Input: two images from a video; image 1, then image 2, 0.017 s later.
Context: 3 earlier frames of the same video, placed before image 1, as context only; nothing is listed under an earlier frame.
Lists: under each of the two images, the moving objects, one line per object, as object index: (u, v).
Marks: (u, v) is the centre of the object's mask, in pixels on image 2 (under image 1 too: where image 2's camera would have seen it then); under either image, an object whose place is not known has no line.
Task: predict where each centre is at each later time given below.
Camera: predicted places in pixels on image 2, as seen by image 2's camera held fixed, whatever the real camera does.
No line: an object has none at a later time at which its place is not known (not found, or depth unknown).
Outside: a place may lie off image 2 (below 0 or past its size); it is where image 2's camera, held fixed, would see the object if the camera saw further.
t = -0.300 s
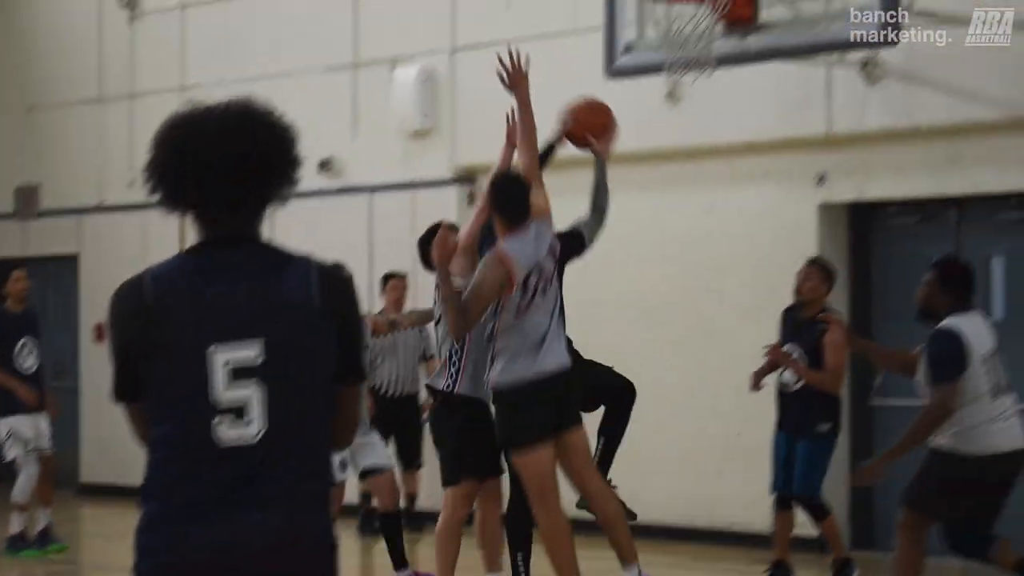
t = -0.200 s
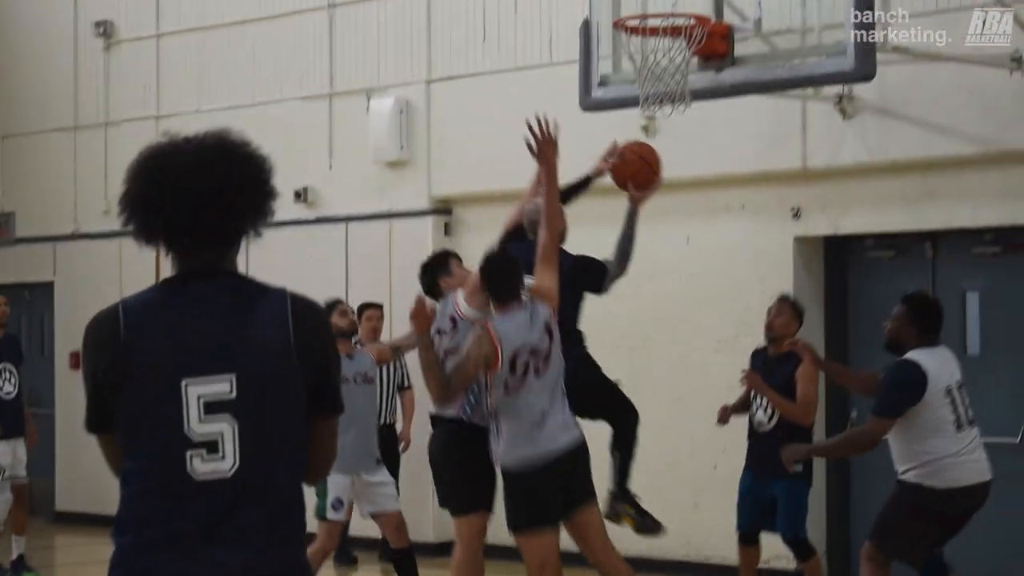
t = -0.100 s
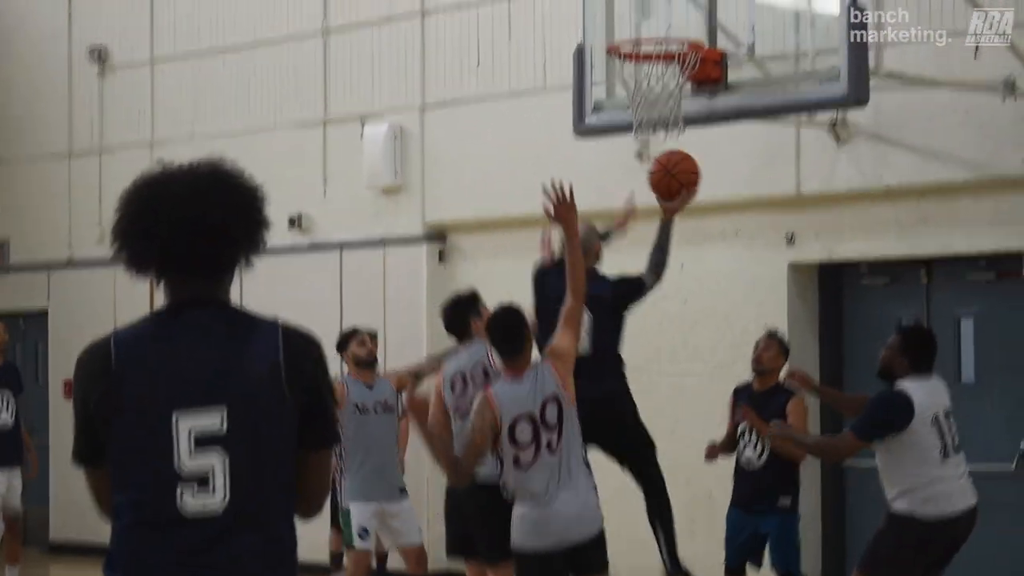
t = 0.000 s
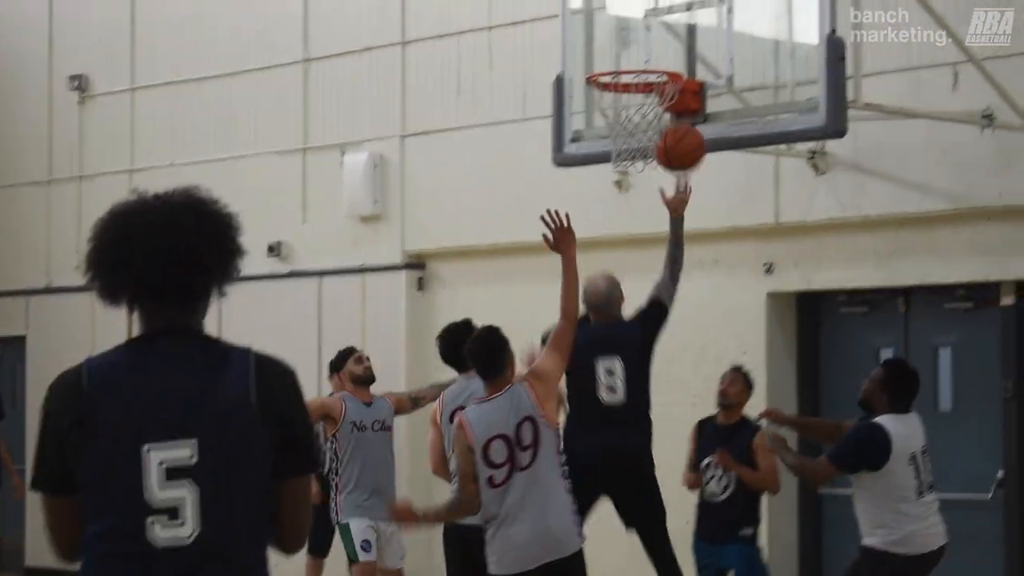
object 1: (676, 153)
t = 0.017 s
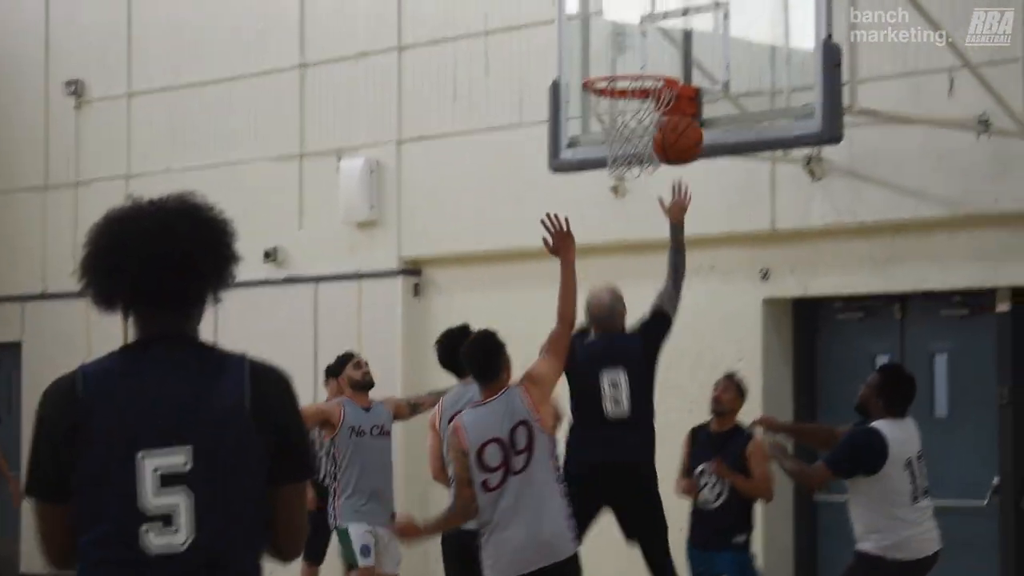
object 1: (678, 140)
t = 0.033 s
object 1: (680, 125)
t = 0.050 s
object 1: (681, 112)
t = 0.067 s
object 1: (681, 102)
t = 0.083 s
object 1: (682, 94)
